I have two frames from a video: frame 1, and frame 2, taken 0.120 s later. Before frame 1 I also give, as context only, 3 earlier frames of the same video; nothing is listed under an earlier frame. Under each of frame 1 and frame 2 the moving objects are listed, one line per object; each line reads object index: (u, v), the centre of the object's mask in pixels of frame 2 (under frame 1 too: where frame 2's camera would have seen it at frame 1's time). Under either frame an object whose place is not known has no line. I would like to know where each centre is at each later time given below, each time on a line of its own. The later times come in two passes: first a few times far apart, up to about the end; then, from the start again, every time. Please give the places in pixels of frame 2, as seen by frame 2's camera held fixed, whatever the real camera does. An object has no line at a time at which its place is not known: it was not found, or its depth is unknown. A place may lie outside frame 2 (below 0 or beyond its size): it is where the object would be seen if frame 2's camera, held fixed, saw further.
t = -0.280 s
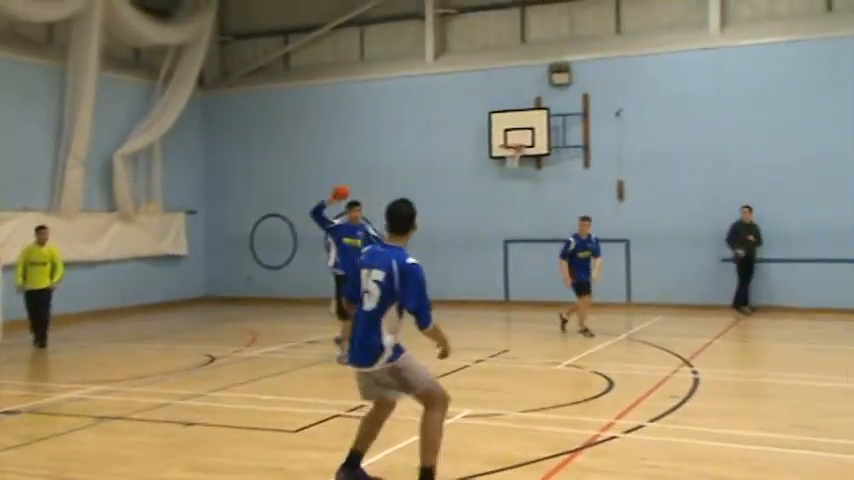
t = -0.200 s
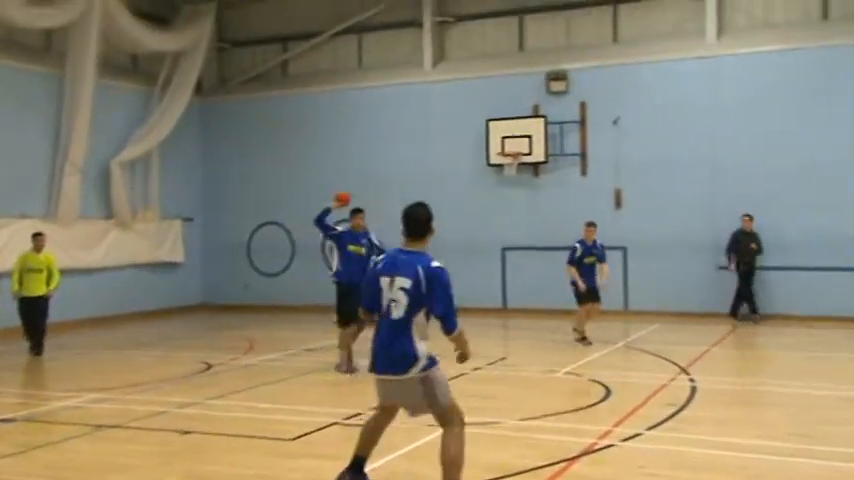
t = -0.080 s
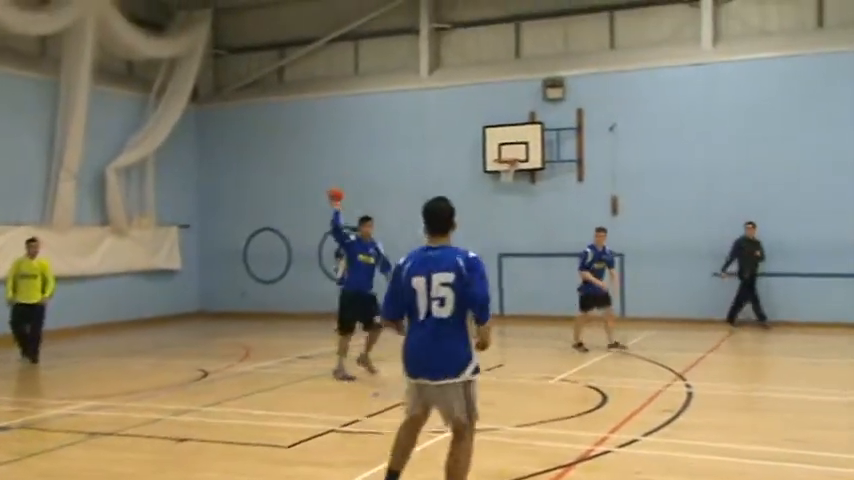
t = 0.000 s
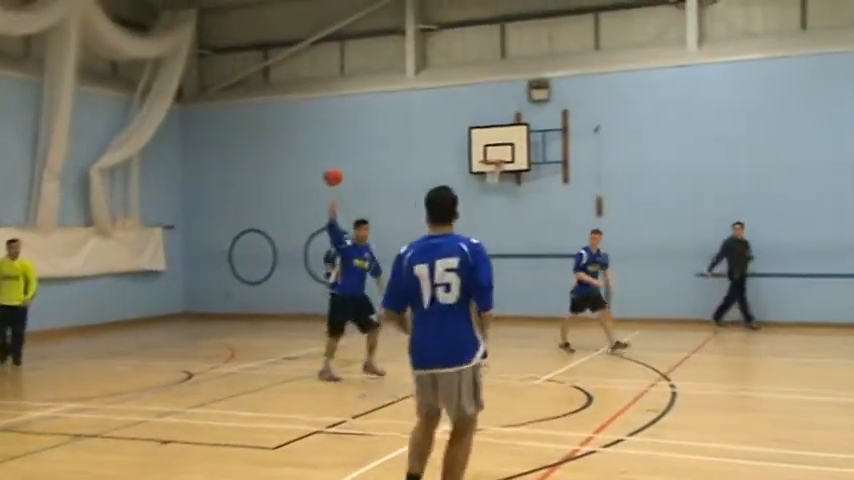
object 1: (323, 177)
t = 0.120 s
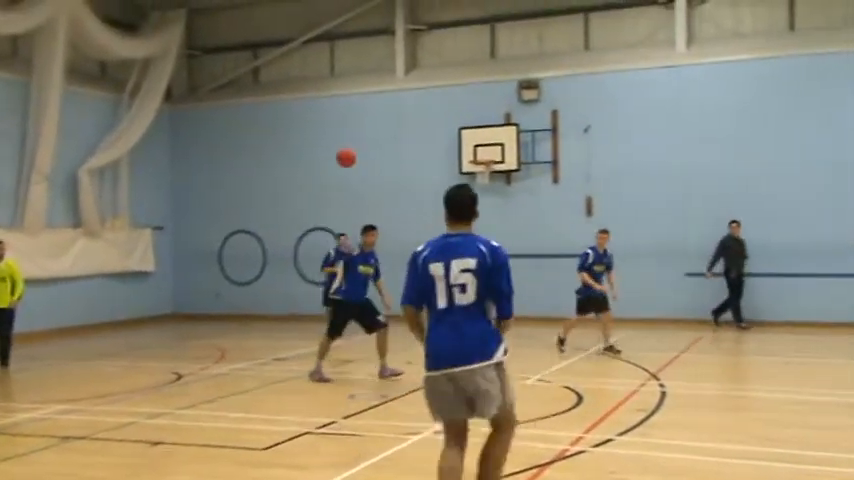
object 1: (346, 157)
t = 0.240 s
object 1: (377, 152)
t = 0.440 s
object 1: (451, 178)
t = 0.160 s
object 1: (355, 154)
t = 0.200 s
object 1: (365, 152)
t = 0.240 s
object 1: (377, 152)
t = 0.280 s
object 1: (389, 152)
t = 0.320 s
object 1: (402, 155)
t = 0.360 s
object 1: (417, 160)
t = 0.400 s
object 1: (433, 169)
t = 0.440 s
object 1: (451, 178)
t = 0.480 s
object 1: (469, 191)
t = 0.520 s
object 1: (491, 207)
